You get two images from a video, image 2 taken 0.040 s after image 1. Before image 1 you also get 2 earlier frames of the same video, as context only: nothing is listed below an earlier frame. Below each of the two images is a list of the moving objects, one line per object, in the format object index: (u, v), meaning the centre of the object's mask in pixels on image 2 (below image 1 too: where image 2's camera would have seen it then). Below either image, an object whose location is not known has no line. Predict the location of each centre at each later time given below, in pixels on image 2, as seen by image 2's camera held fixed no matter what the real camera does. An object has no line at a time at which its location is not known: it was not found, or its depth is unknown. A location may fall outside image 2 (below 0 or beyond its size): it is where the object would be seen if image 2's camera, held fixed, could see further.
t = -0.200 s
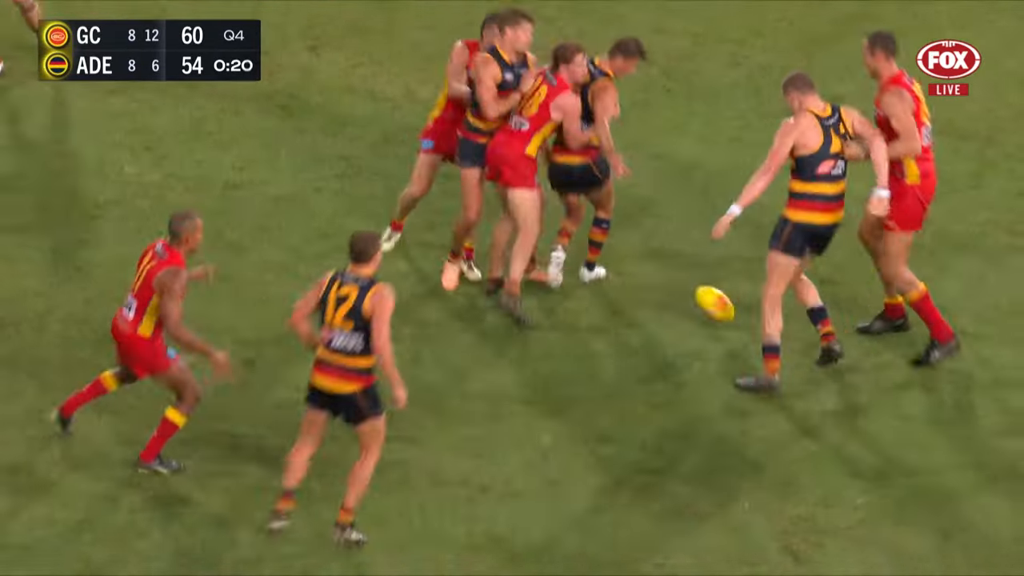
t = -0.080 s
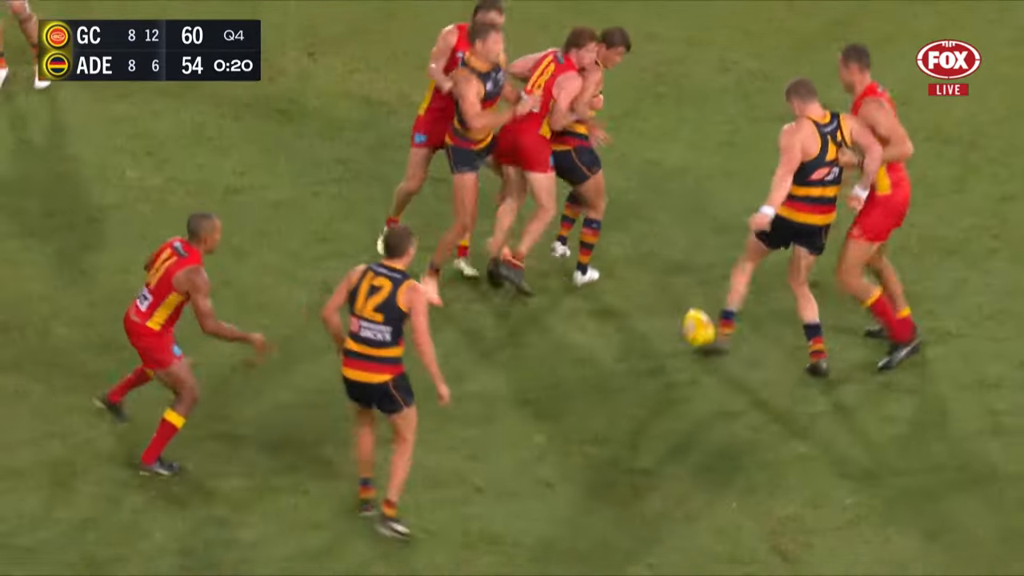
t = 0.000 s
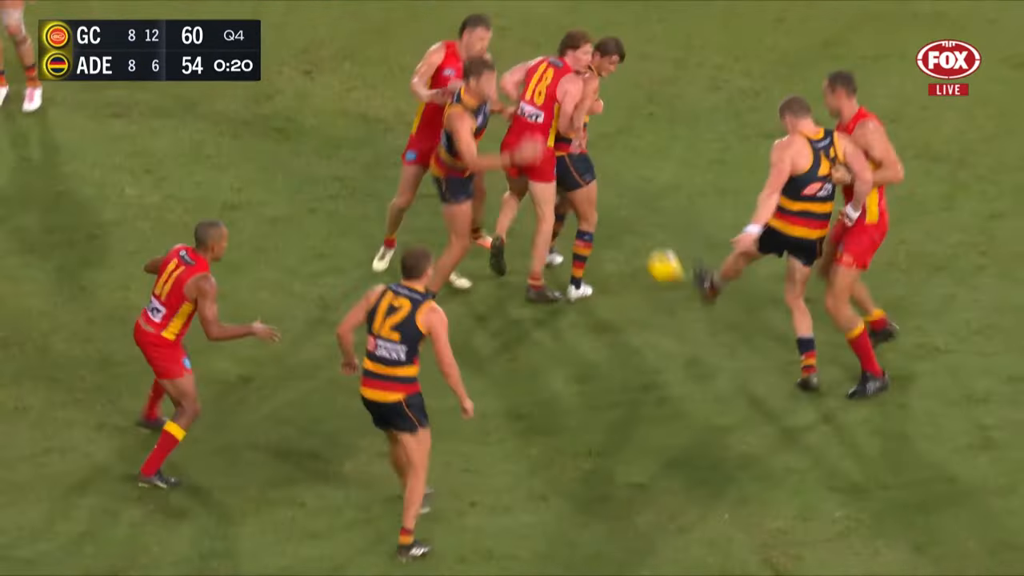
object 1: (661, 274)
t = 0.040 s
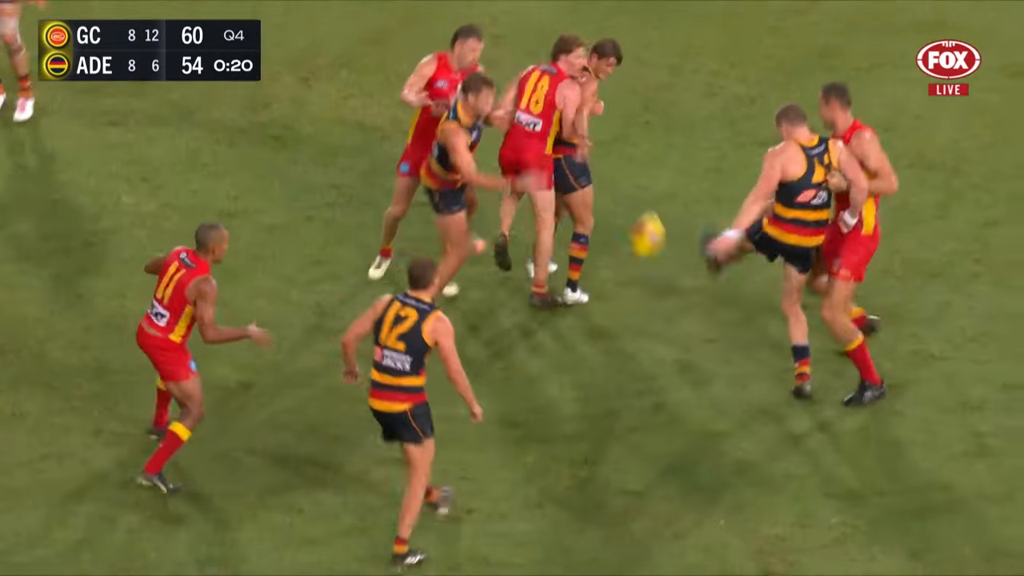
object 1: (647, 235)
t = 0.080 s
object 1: (634, 198)
